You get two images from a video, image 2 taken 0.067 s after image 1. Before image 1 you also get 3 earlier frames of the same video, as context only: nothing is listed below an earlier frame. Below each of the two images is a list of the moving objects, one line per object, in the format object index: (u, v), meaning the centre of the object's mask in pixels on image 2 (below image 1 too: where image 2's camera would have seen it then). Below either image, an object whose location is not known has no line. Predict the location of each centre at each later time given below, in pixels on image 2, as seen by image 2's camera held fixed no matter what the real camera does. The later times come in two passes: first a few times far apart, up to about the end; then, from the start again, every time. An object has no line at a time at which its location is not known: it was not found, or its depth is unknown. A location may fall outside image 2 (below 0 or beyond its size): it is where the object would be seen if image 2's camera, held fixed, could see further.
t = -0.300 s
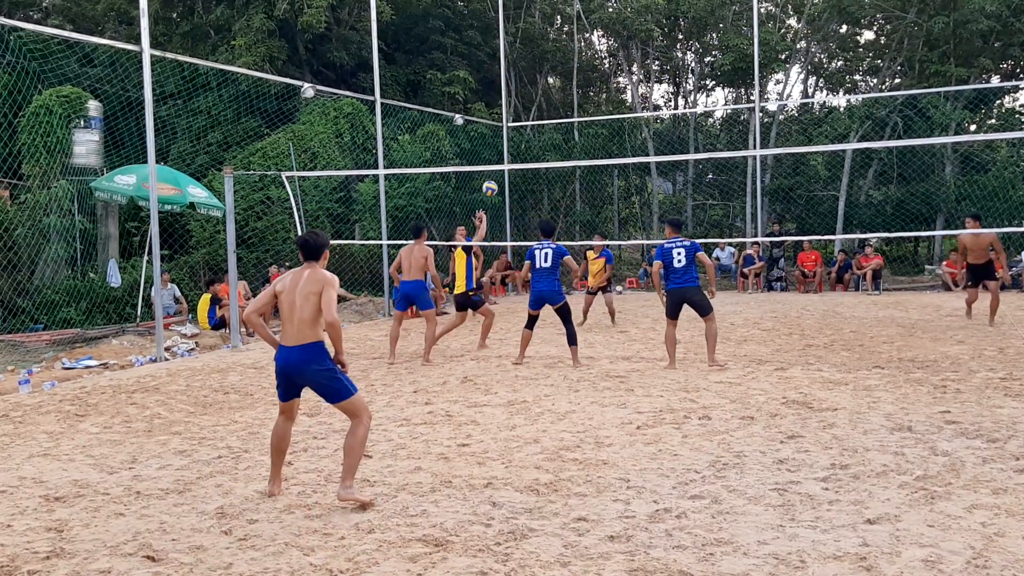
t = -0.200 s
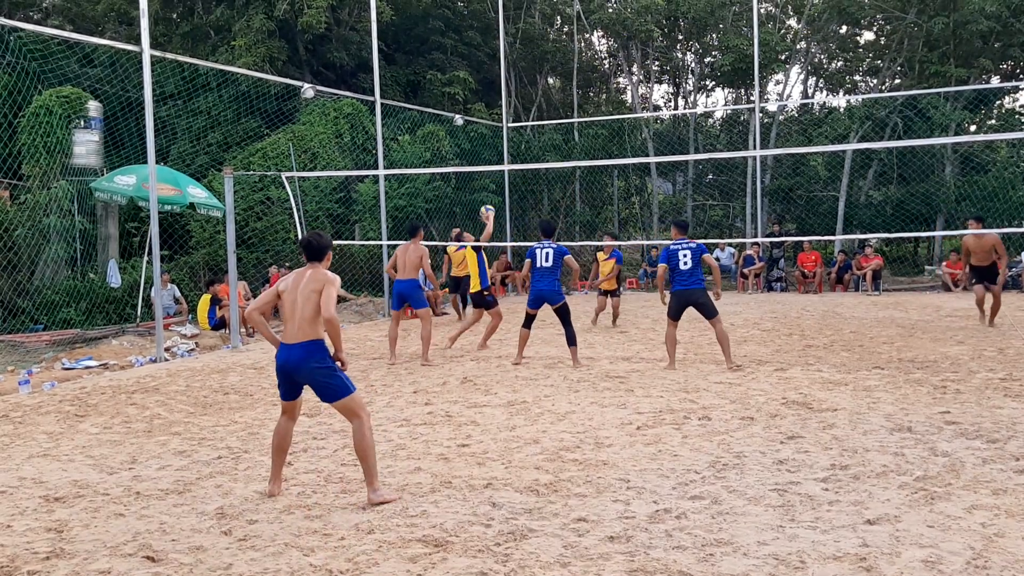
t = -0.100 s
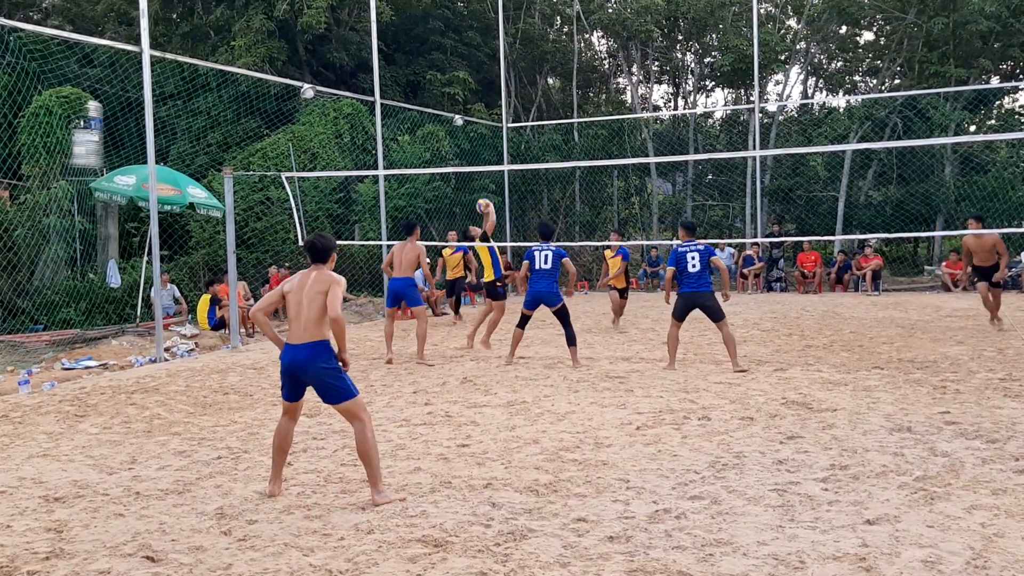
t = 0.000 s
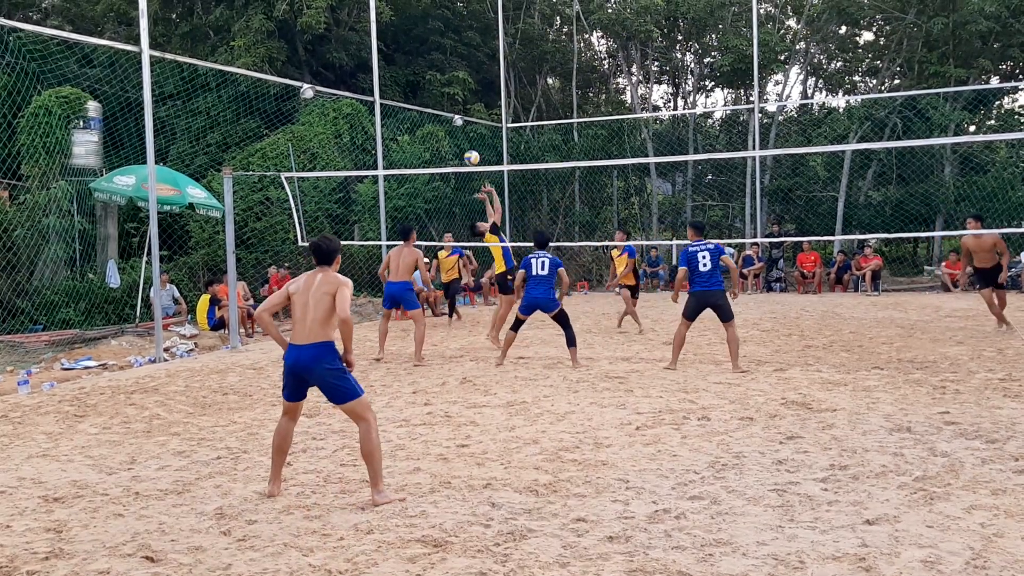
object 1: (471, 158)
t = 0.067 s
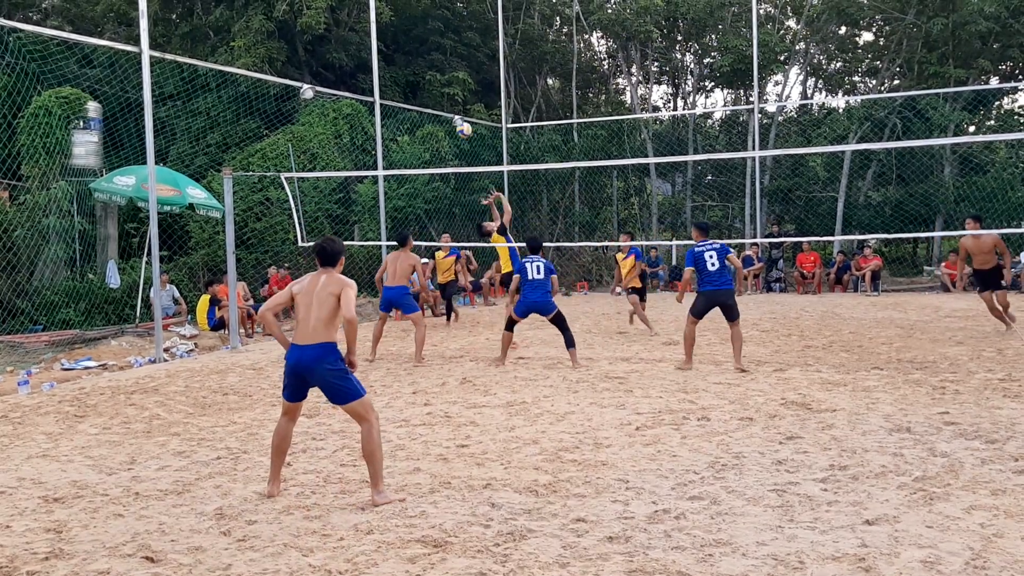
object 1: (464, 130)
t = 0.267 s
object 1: (441, 62)
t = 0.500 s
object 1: (417, 24)
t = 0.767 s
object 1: (392, 31)
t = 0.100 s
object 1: (460, 116)
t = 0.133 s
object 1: (456, 104)
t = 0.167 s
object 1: (453, 92)
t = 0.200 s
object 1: (449, 81)
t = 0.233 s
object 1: (445, 71)
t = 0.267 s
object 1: (441, 62)
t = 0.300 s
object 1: (437, 54)
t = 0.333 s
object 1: (434, 47)
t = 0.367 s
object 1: (430, 41)
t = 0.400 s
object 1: (426, 35)
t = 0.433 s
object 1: (423, 31)
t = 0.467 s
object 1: (420, 27)
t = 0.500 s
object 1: (417, 24)
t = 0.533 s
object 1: (414, 24)
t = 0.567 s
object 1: (411, 22)
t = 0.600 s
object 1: (407, 22)
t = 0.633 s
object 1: (404, 22)
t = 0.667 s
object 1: (401, 23)
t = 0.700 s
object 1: (398, 25)
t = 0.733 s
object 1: (395, 28)
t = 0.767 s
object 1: (392, 31)
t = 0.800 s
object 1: (389, 35)
